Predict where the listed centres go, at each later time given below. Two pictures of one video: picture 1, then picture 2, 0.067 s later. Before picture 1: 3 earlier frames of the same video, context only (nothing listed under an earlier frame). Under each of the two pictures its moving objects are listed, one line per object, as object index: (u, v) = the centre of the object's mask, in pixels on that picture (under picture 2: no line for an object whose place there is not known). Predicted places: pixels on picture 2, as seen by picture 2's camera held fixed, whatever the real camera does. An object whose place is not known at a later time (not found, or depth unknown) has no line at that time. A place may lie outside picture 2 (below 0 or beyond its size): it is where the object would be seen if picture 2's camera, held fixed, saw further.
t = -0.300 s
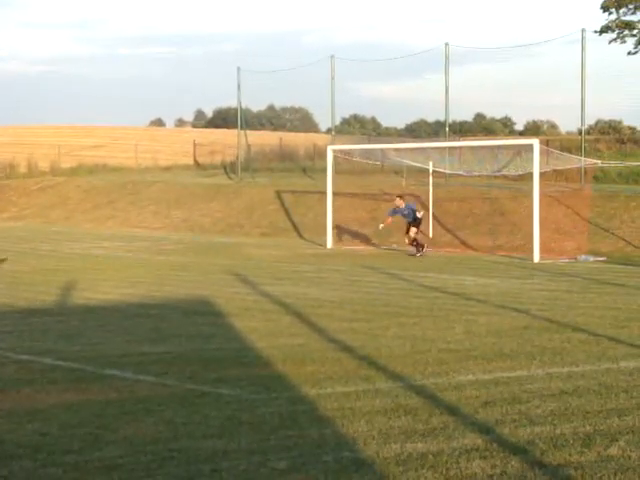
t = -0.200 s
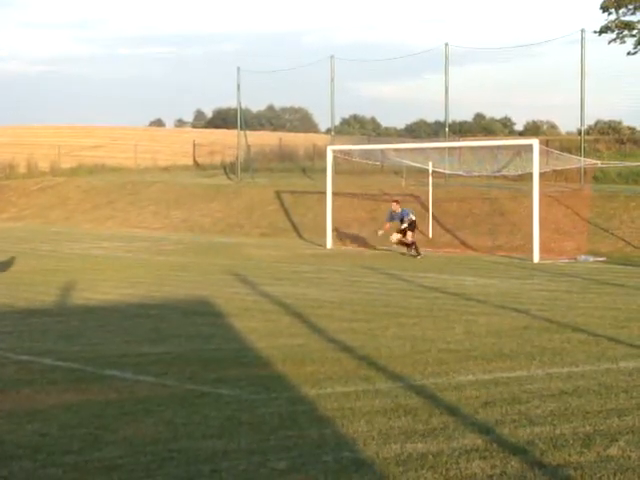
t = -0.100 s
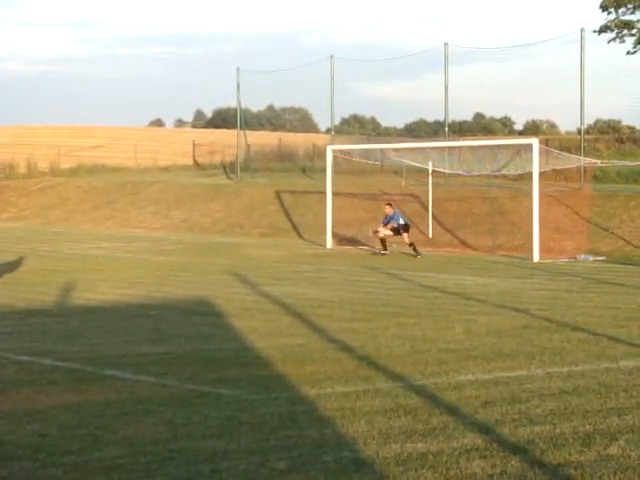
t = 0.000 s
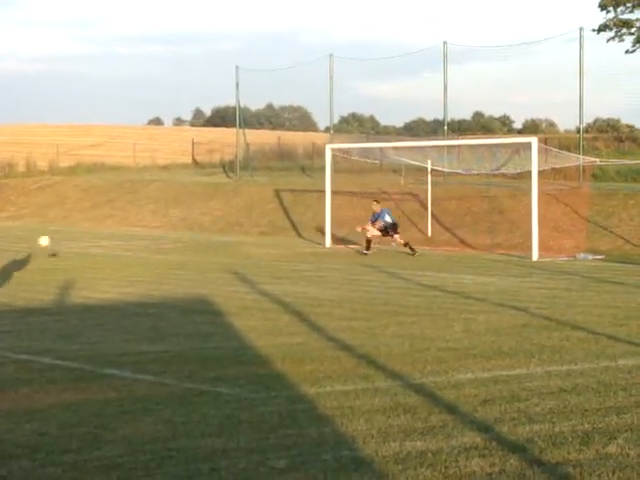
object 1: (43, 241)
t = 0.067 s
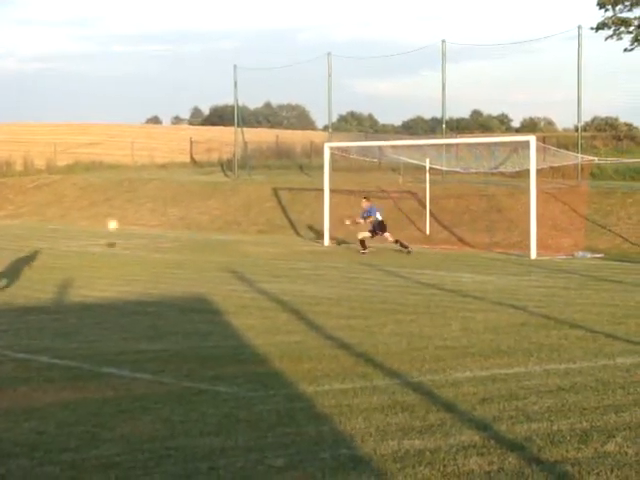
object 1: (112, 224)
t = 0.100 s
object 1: (143, 217)
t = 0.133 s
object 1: (174, 212)
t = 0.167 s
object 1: (203, 207)
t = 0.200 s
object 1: (231, 204)
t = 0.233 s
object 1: (257, 200)
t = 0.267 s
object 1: (282, 197)
